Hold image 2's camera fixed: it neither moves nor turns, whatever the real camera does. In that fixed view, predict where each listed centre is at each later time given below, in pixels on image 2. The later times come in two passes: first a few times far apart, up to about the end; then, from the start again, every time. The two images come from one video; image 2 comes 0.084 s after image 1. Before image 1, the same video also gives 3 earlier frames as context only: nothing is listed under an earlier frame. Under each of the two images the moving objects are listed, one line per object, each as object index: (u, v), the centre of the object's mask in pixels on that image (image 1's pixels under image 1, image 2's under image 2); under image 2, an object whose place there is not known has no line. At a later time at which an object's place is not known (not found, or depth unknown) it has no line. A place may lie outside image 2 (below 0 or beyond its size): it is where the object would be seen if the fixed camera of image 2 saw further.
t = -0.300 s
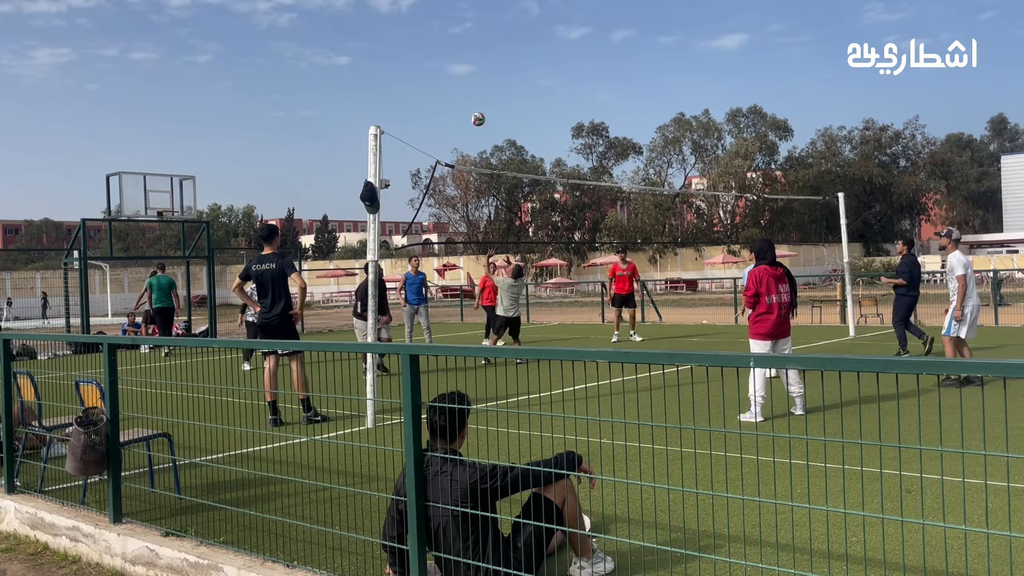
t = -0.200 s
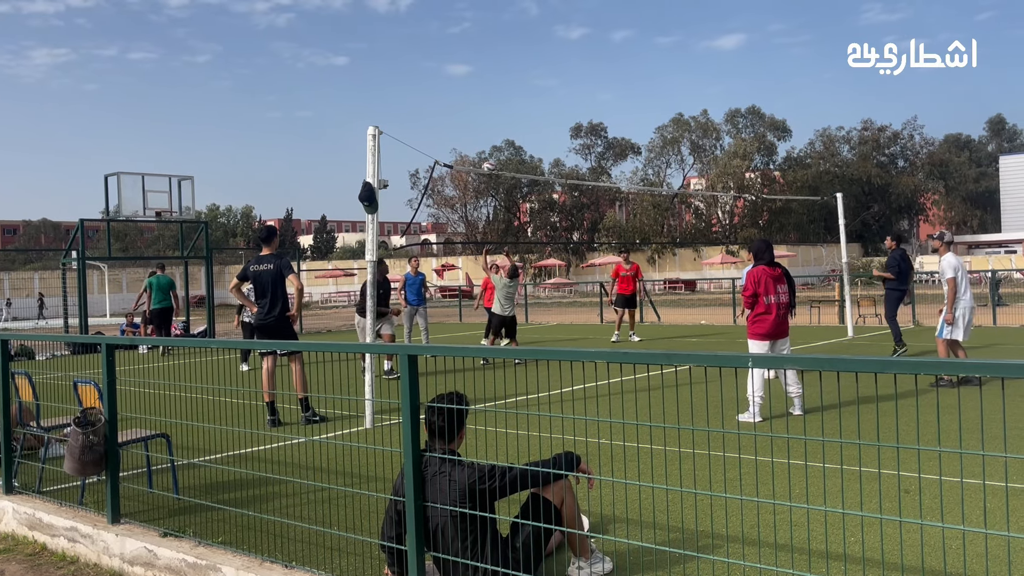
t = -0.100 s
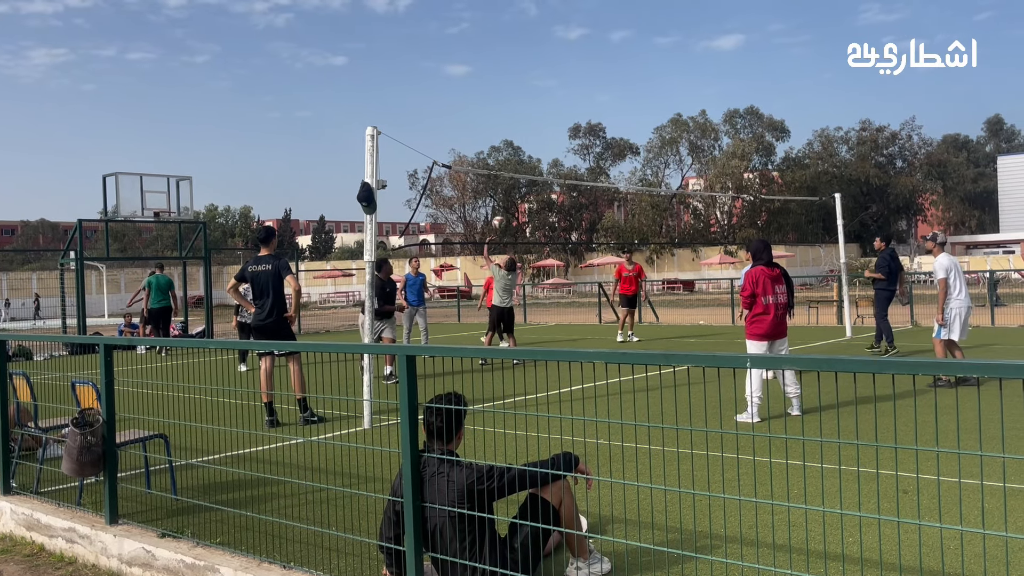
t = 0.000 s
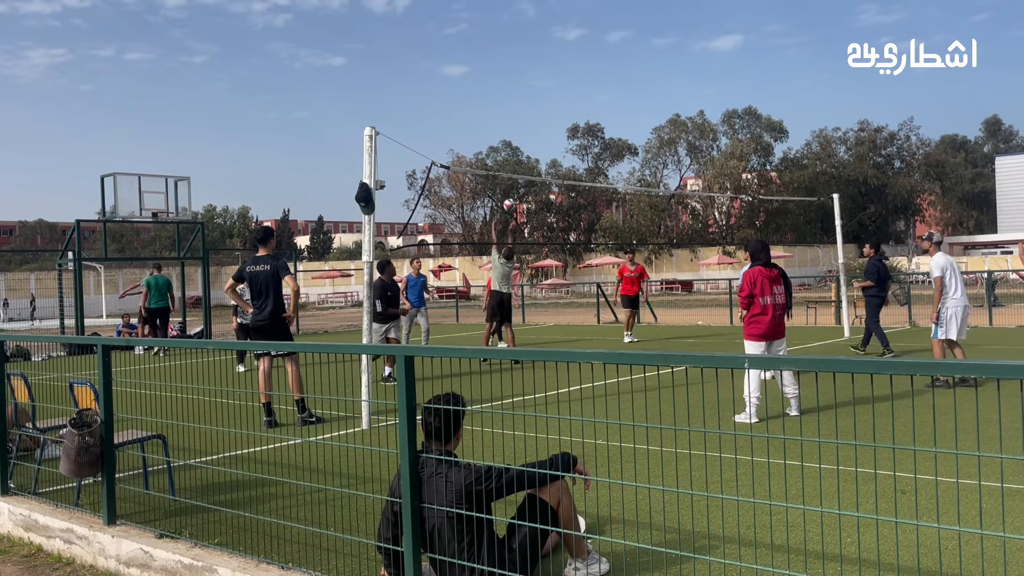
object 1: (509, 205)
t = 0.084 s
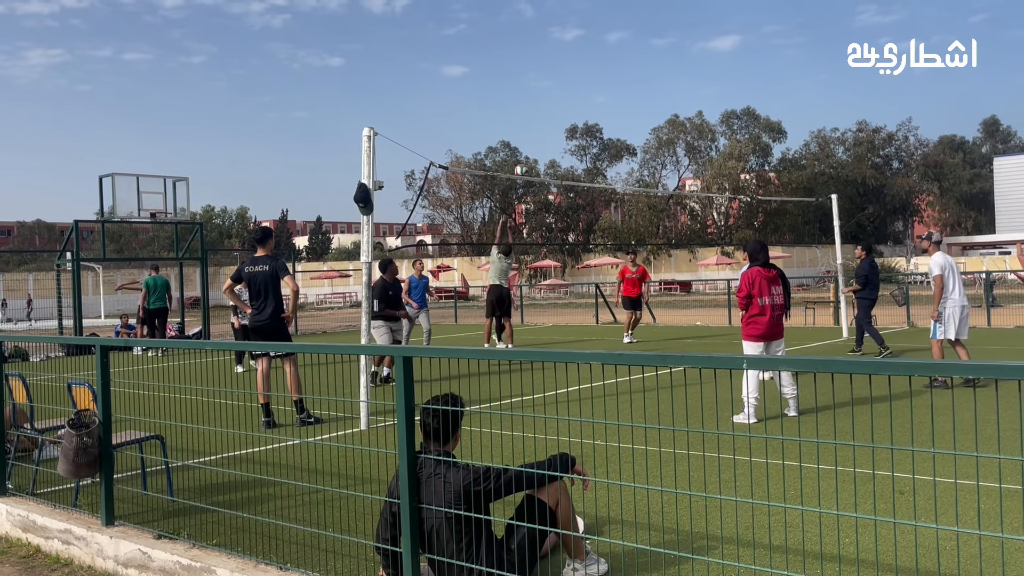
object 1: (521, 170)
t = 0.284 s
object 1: (553, 107)
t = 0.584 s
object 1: (601, 61)
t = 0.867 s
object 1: (649, 71)
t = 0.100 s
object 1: (524, 164)
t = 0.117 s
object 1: (526, 158)
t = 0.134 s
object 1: (529, 153)
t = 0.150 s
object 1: (532, 147)
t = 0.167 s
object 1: (534, 141)
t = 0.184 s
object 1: (537, 135)
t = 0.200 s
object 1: (540, 130)
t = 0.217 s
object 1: (542, 125)
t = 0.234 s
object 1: (545, 120)
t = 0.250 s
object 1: (547, 116)
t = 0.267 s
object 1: (550, 111)
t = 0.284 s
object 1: (553, 107)
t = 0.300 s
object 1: (555, 103)
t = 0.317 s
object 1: (558, 99)
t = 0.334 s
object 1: (561, 95)
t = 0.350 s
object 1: (563, 92)
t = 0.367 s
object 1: (566, 88)
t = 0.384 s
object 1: (569, 85)
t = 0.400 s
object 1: (571, 82)
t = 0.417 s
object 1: (574, 79)
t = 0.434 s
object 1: (577, 76)
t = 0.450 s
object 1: (580, 74)
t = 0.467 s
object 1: (582, 72)
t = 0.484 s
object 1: (585, 70)
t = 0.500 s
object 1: (587, 68)
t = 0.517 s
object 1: (590, 66)
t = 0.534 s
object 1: (593, 64)
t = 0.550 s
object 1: (596, 63)
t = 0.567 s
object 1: (599, 62)
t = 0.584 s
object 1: (601, 61)
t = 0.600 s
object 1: (604, 60)
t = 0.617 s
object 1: (607, 59)
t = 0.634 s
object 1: (610, 59)
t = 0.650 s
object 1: (612, 59)
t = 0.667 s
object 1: (615, 59)
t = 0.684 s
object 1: (618, 59)
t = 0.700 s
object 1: (620, 59)
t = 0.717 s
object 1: (623, 59)
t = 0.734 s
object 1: (626, 60)
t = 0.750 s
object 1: (629, 61)
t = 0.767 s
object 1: (632, 62)
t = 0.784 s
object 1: (634, 63)
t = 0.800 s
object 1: (637, 64)
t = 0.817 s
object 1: (640, 65)
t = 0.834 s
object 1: (643, 67)
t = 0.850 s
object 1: (646, 69)
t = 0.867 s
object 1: (649, 71)
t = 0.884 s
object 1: (651, 73)
